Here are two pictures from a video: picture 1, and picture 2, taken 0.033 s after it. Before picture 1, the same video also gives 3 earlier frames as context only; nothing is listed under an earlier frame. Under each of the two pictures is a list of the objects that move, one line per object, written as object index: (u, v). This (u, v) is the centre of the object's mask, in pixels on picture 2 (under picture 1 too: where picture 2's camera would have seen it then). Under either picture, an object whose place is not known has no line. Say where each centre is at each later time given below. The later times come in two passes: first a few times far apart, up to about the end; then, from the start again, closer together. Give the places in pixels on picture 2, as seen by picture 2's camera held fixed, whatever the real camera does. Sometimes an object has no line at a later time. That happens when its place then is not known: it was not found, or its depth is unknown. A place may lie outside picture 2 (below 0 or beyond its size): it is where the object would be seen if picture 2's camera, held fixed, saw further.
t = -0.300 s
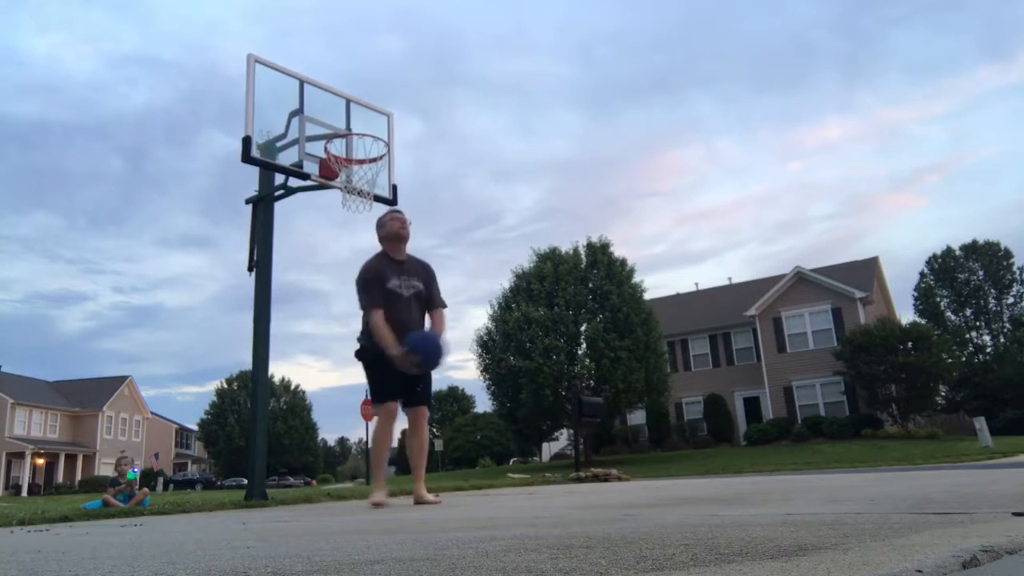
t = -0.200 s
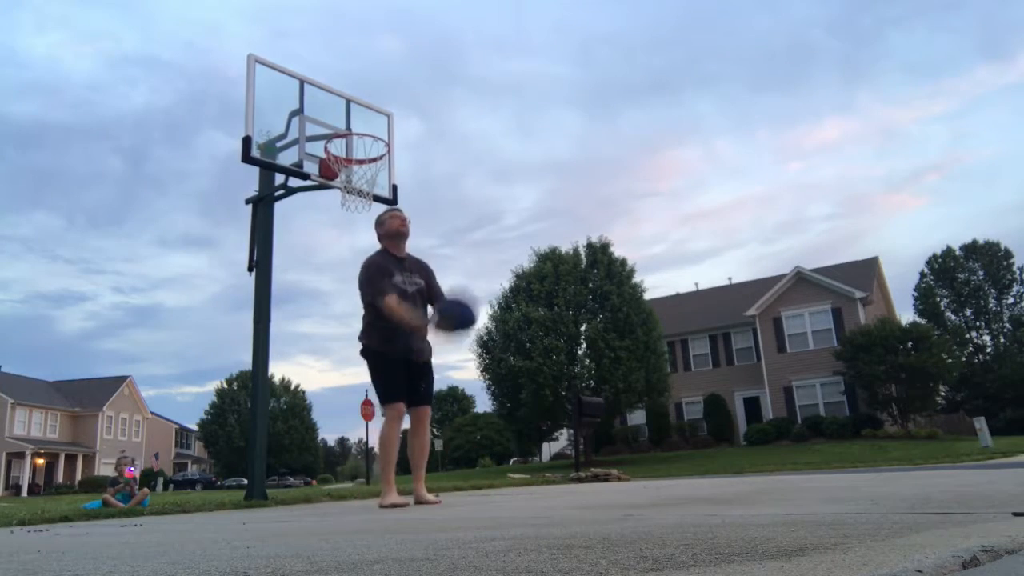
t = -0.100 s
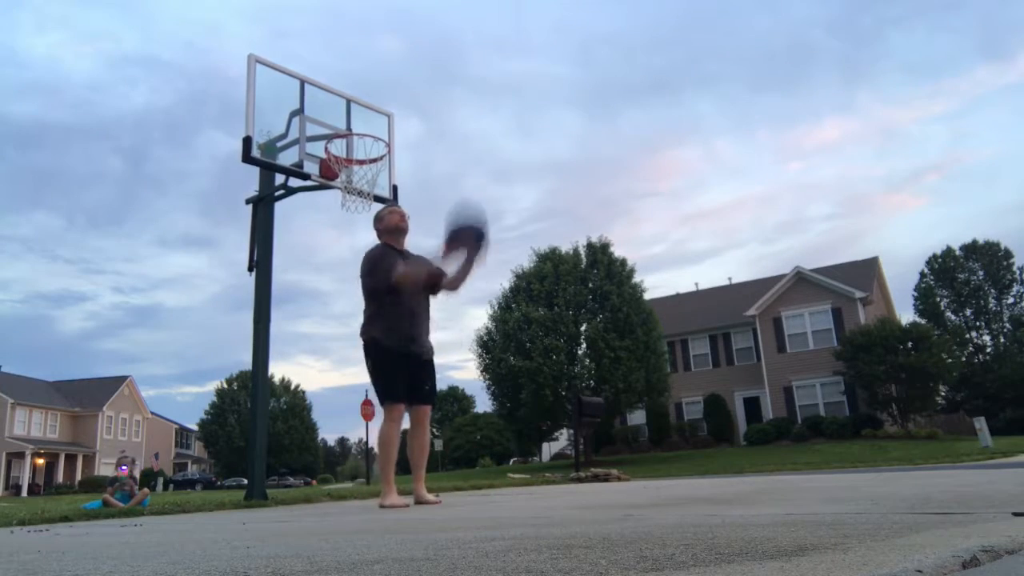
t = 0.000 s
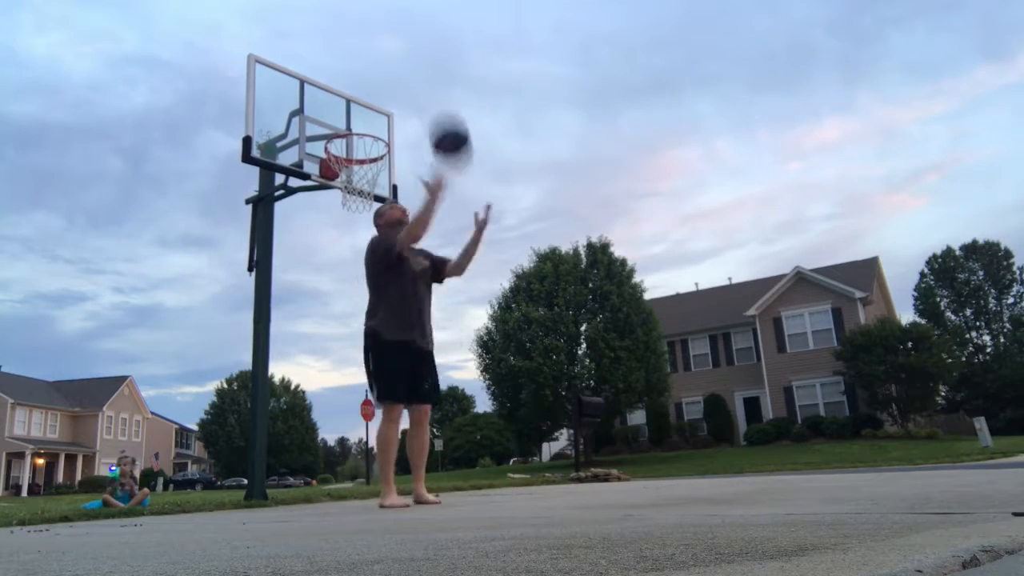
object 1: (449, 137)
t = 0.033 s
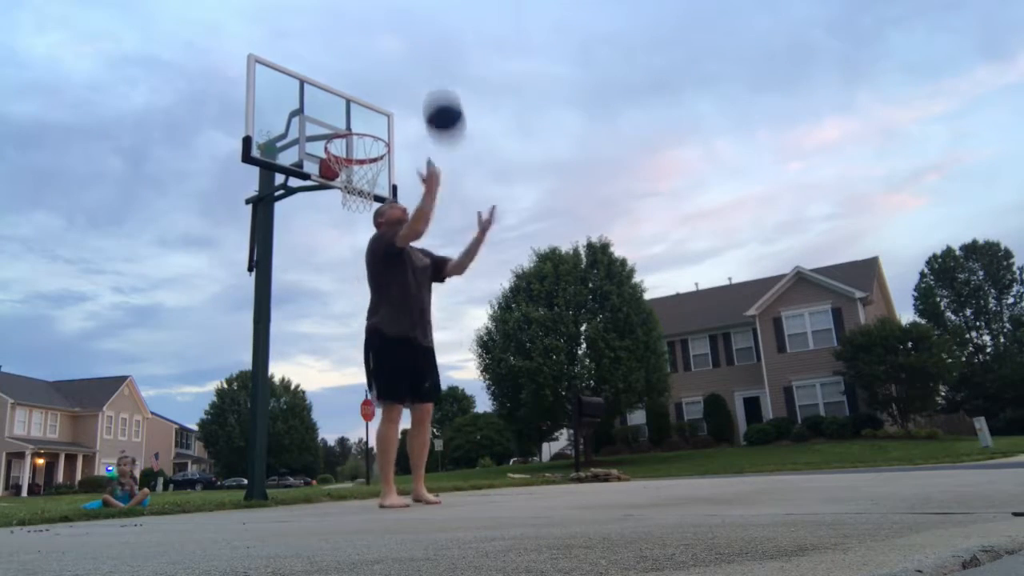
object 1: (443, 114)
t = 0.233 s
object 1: (412, 24)
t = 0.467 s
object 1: (387, 8)
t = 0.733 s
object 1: (364, 46)
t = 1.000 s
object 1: (355, 63)
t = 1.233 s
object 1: (354, 72)
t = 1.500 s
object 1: (355, 147)
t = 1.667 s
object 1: (354, 224)
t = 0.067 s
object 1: (437, 93)
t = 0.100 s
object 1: (432, 74)
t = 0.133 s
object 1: (426, 58)
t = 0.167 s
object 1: (422, 46)
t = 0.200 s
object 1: (417, 35)
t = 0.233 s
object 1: (412, 24)
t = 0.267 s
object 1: (408, 17)
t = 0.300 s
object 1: (404, 13)
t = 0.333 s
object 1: (401, 10)
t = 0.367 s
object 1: (397, 9)
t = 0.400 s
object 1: (394, 8)
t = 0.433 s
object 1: (390, 8)
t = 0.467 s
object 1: (387, 8)
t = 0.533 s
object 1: (380, 10)
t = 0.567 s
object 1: (377, 12)
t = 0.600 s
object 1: (375, 16)
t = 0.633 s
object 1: (372, 22)
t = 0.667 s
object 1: (369, 29)
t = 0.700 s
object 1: (367, 37)
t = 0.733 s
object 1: (364, 46)
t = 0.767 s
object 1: (362, 56)
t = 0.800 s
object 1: (359, 67)
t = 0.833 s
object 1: (357, 79)
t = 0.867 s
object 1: (356, 82)
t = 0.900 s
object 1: (355, 76)
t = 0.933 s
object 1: (355, 70)
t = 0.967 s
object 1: (355, 66)
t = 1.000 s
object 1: (355, 63)
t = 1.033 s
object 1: (355, 61)
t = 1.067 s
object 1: (355, 60)
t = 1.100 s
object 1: (354, 61)
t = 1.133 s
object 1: (354, 62)
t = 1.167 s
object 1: (354, 64)
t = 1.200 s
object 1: (354, 68)
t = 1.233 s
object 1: (354, 72)
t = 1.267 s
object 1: (354, 77)
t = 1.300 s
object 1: (354, 83)
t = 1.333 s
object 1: (355, 88)
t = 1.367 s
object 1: (355, 97)
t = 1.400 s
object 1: (354, 111)
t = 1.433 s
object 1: (354, 119)
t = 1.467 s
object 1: (357, 129)
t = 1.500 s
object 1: (355, 147)
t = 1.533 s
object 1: (356, 150)
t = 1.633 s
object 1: (354, 208)
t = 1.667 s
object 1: (354, 224)
